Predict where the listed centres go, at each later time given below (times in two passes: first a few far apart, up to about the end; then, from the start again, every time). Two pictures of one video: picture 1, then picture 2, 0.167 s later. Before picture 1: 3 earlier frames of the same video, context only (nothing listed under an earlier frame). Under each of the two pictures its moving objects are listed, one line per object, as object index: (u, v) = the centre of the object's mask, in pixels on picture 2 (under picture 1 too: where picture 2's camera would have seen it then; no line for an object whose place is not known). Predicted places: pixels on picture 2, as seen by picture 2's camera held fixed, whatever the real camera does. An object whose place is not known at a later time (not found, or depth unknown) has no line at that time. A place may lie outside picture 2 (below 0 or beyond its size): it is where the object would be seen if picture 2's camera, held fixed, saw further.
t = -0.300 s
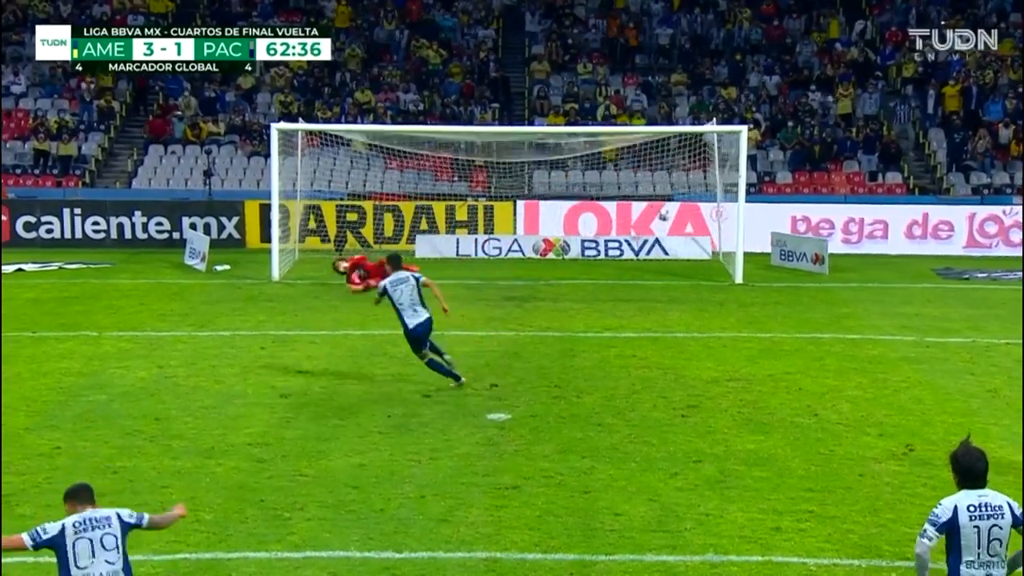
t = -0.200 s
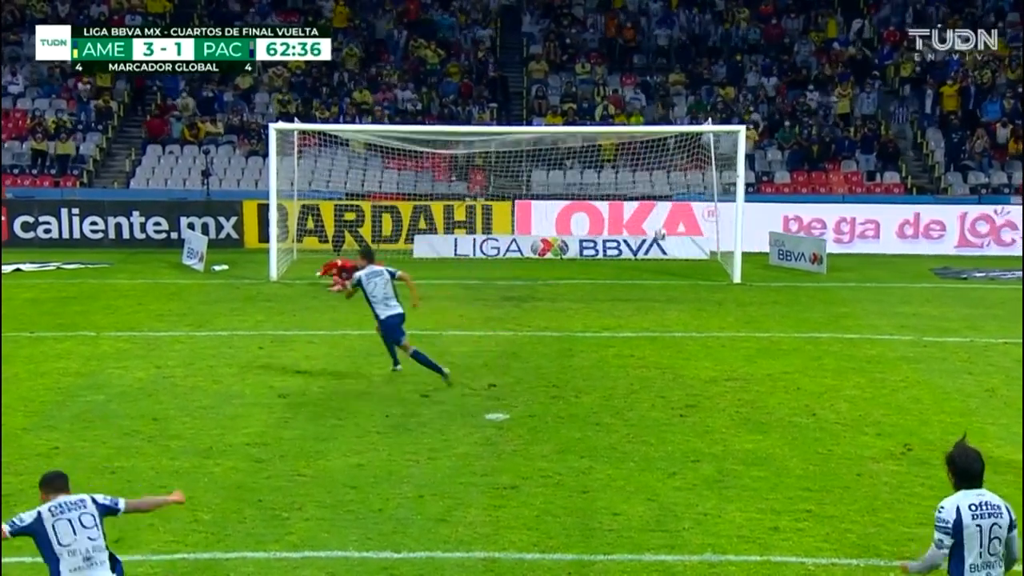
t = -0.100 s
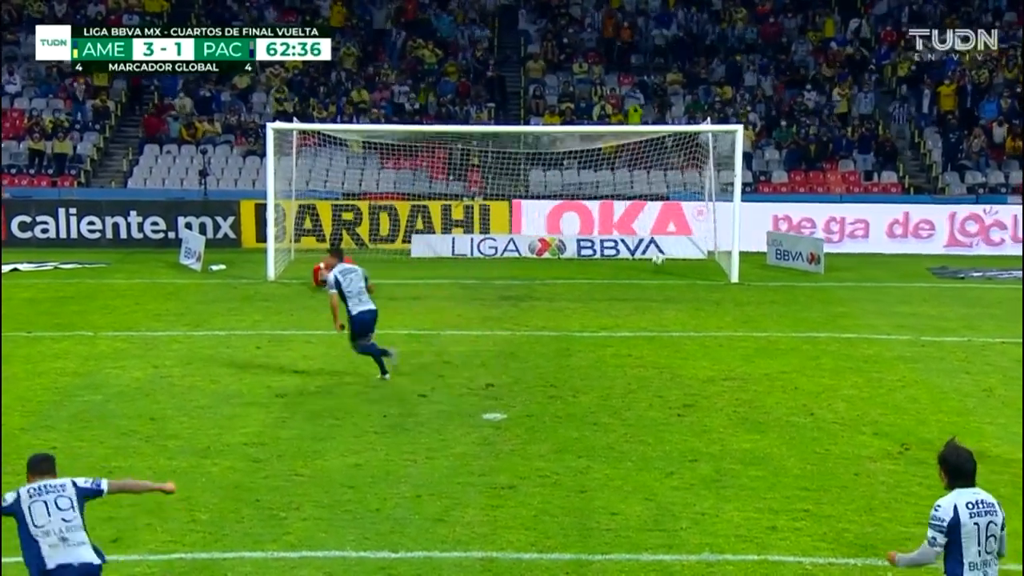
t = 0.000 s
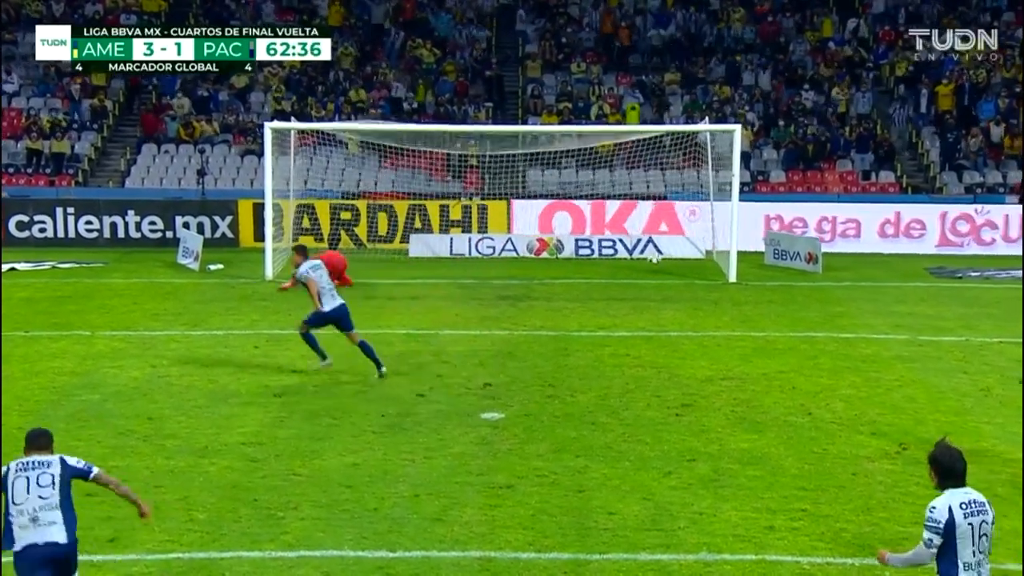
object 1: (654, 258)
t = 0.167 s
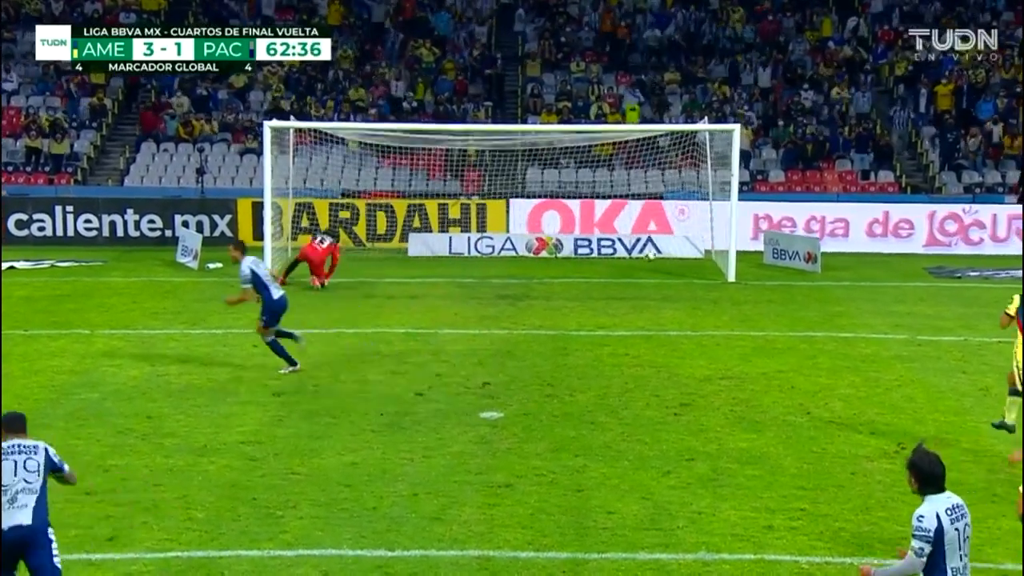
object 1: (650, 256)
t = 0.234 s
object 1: (647, 259)
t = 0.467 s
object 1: (640, 280)
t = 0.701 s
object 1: (634, 291)
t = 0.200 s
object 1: (650, 258)
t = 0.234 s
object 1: (647, 259)
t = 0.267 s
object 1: (647, 260)
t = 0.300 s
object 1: (646, 263)
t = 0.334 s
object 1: (644, 268)
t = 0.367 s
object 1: (643, 273)
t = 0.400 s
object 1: (642, 278)
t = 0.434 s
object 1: (640, 282)
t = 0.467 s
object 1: (640, 280)
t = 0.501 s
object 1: (639, 279)
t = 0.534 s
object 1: (638, 279)
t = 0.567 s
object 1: (638, 280)
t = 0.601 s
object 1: (637, 281)
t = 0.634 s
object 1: (637, 283)
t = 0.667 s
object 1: (635, 286)
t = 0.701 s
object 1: (634, 291)
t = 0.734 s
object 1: (633, 293)
